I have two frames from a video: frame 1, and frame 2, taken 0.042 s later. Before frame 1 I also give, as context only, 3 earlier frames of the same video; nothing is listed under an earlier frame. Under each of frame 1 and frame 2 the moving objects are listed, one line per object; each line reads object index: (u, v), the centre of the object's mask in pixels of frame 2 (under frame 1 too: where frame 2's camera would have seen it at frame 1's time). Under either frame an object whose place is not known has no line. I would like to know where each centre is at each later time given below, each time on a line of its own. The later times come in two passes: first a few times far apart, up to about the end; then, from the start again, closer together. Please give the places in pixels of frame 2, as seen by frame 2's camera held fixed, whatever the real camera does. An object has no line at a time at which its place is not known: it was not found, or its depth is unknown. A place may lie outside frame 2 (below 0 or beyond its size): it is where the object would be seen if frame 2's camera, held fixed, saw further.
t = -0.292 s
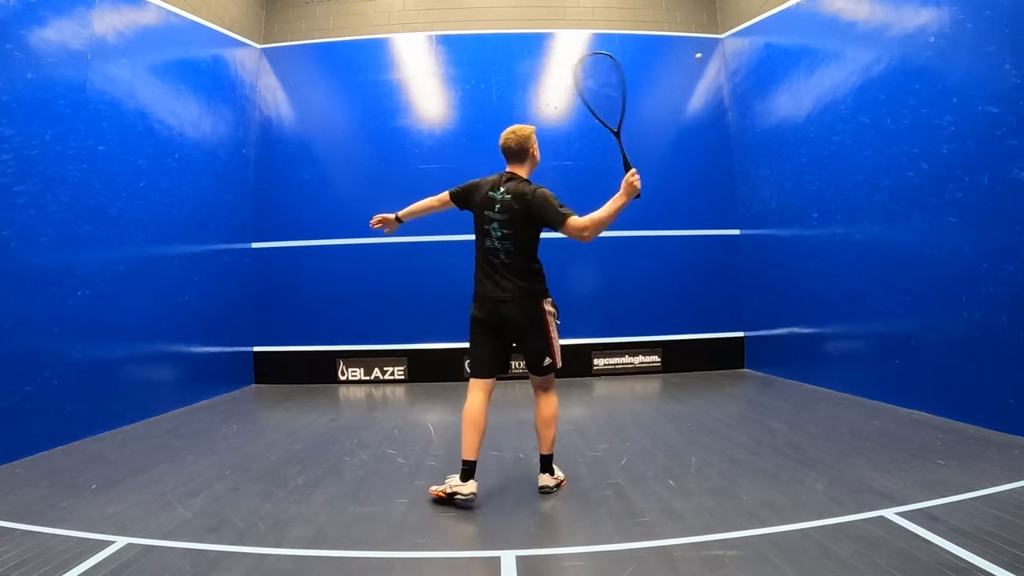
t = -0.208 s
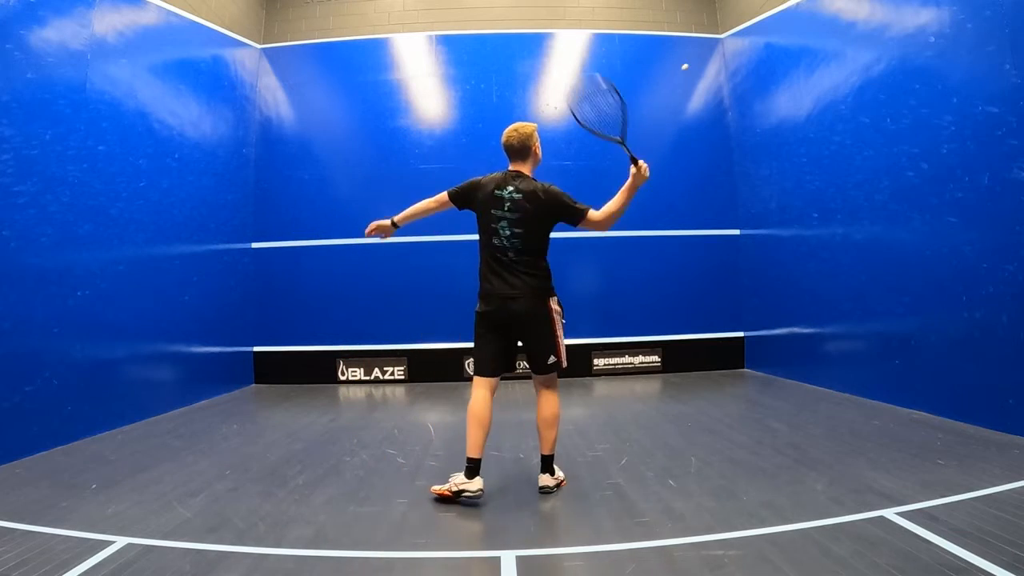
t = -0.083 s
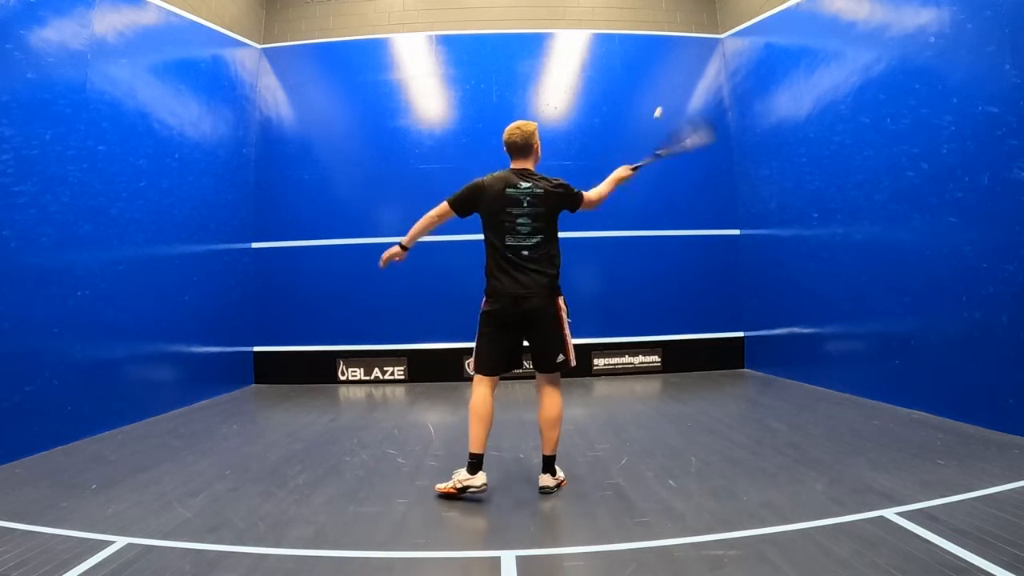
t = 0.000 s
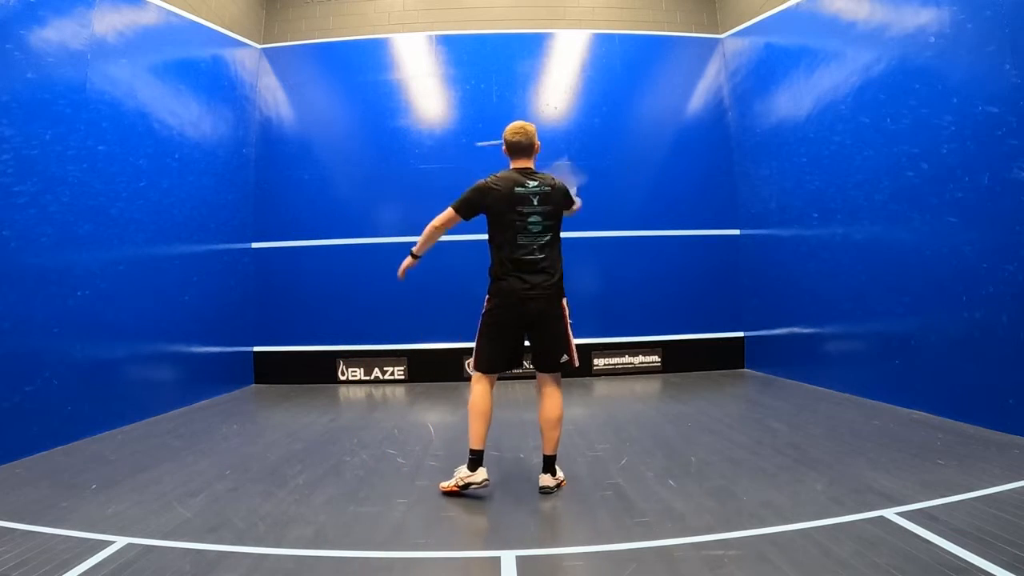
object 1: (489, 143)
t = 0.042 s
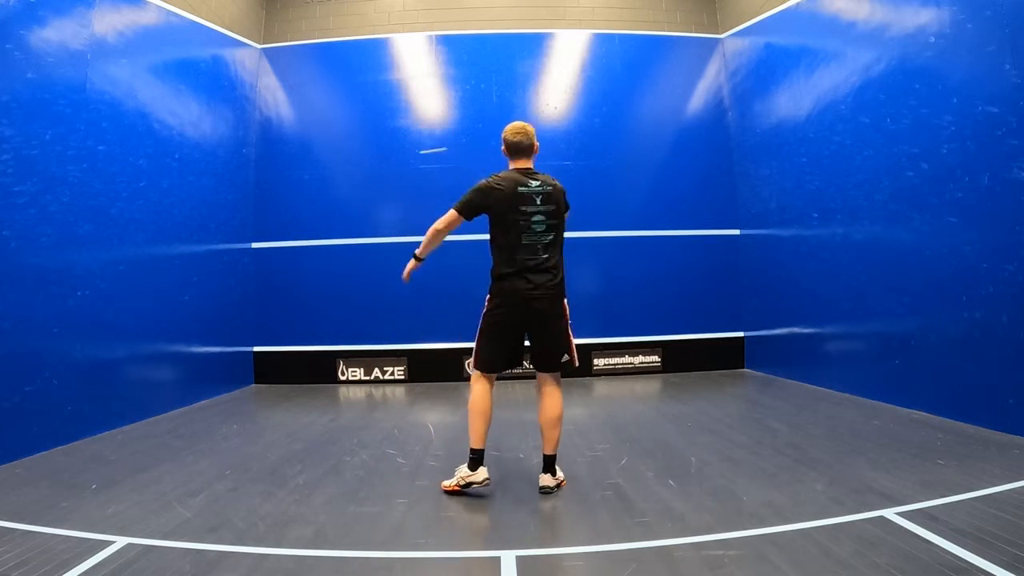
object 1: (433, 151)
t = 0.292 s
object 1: (214, 140)
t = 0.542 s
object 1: (229, 128)
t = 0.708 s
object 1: (248, 161)
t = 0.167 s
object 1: (304, 160)
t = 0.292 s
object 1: (214, 140)
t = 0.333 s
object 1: (211, 134)
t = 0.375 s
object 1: (213, 131)
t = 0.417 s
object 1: (218, 127)
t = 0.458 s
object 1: (221, 126)
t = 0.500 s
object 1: (226, 126)
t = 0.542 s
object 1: (229, 128)
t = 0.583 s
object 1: (234, 132)
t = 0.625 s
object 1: (238, 138)
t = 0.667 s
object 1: (244, 150)
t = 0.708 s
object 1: (248, 161)
